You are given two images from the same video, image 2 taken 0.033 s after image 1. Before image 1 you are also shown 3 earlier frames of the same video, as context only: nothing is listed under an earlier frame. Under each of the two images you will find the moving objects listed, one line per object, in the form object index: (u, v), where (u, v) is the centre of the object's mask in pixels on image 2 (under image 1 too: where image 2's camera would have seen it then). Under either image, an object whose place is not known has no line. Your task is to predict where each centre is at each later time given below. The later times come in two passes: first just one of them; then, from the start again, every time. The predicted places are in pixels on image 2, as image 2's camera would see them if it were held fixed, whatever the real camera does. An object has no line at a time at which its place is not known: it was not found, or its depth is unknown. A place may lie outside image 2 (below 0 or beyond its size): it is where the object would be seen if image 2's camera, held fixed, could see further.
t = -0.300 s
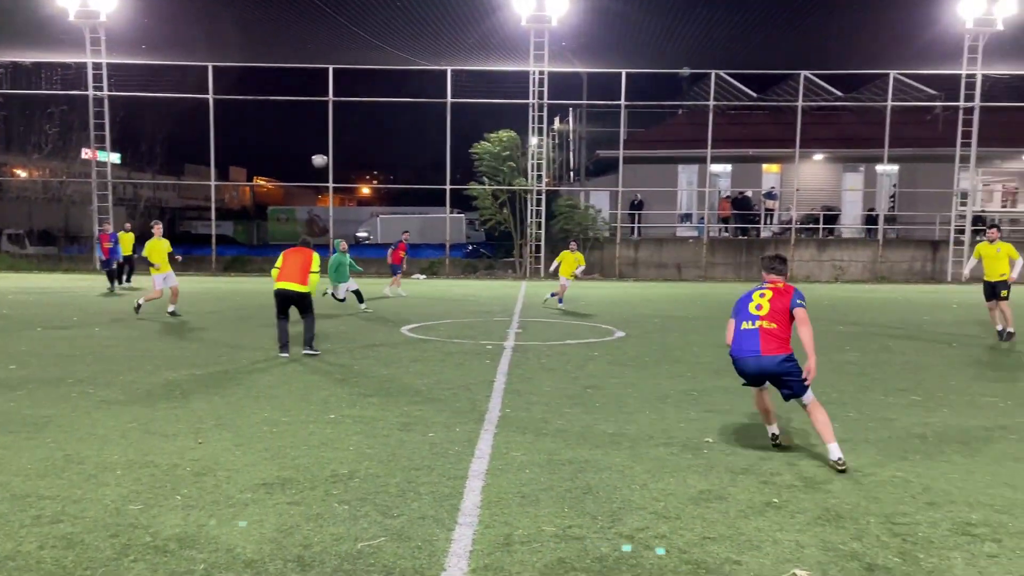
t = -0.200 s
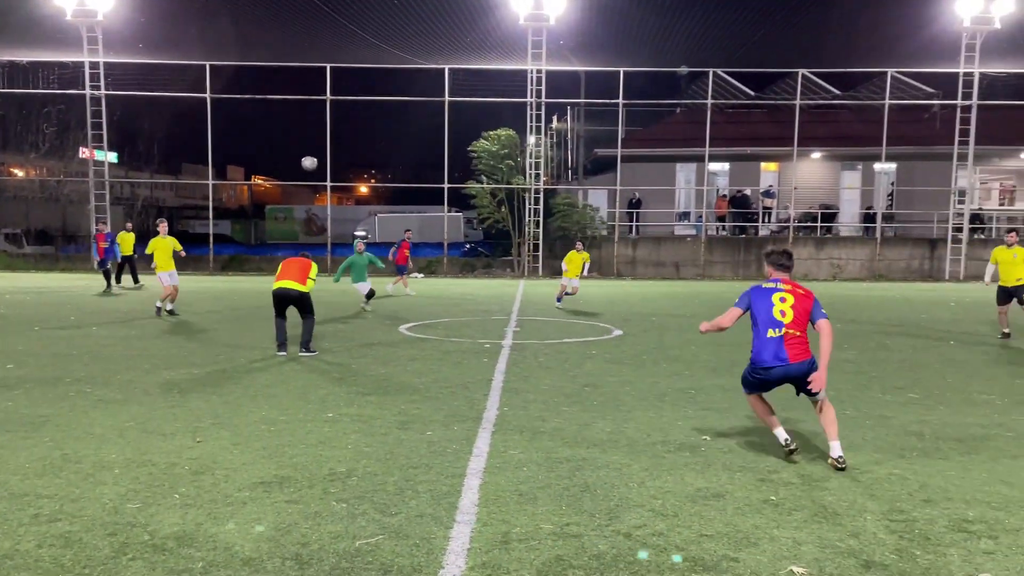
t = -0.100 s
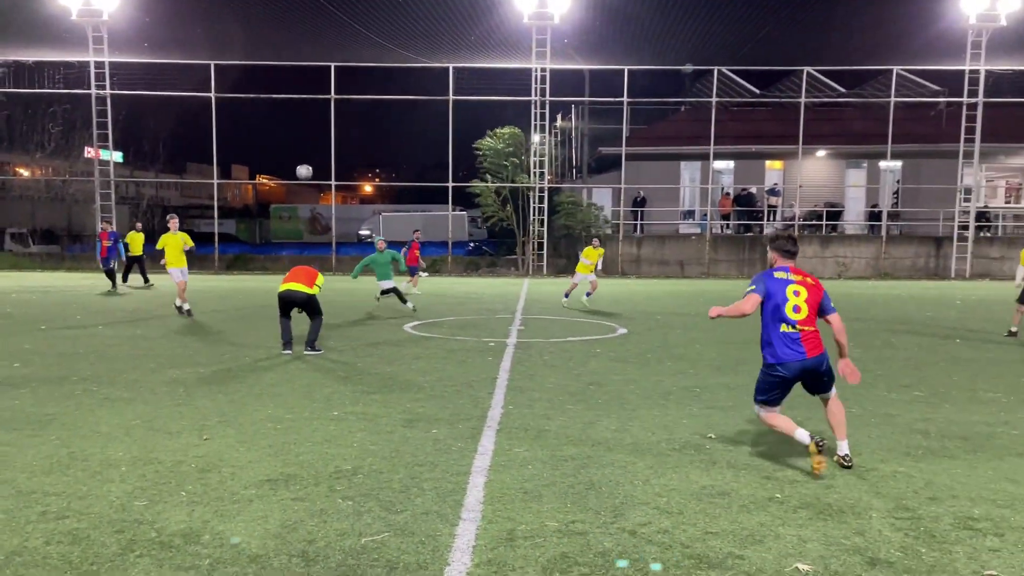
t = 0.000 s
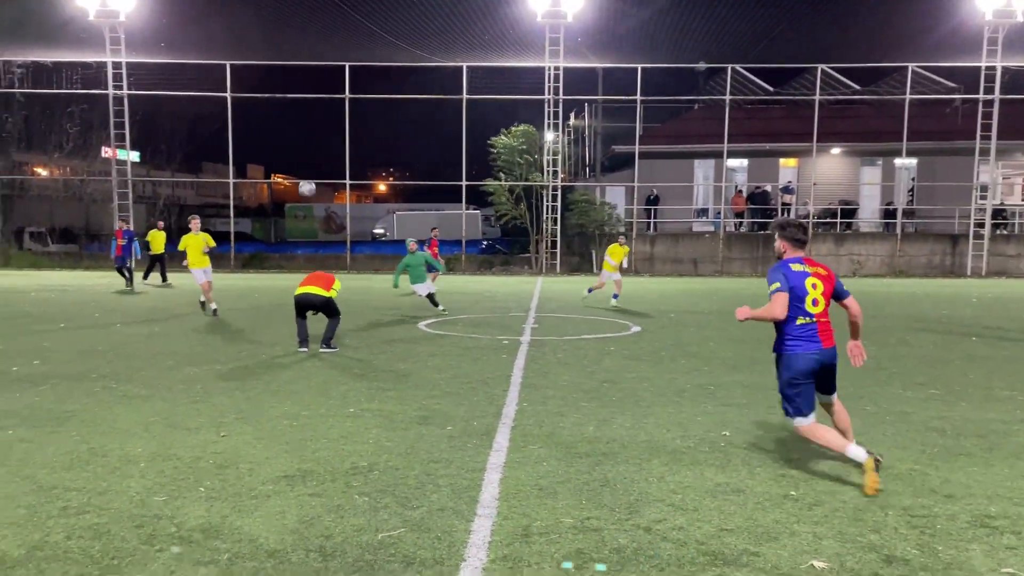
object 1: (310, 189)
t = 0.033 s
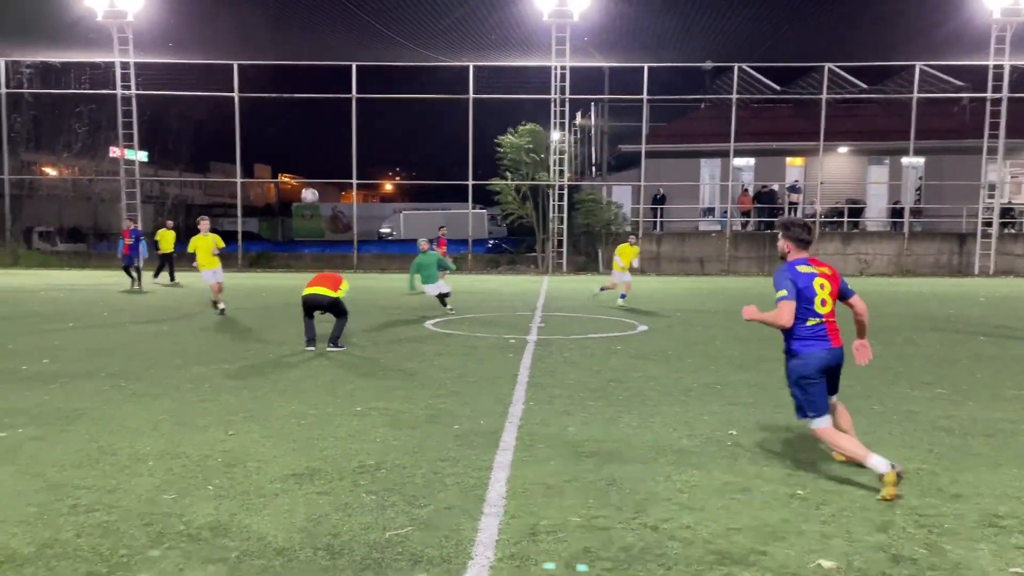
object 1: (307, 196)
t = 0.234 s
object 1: (276, 269)
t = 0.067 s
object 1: (304, 205)
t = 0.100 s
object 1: (301, 215)
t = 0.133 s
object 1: (294, 227)
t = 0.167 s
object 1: (289, 239)
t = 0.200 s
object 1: (284, 253)
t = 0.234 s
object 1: (276, 269)
